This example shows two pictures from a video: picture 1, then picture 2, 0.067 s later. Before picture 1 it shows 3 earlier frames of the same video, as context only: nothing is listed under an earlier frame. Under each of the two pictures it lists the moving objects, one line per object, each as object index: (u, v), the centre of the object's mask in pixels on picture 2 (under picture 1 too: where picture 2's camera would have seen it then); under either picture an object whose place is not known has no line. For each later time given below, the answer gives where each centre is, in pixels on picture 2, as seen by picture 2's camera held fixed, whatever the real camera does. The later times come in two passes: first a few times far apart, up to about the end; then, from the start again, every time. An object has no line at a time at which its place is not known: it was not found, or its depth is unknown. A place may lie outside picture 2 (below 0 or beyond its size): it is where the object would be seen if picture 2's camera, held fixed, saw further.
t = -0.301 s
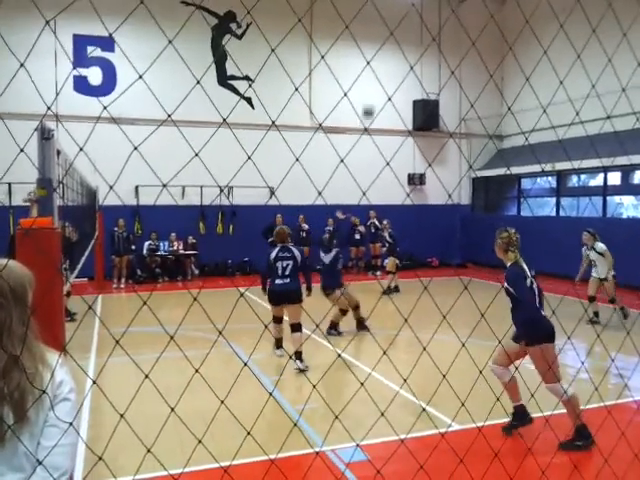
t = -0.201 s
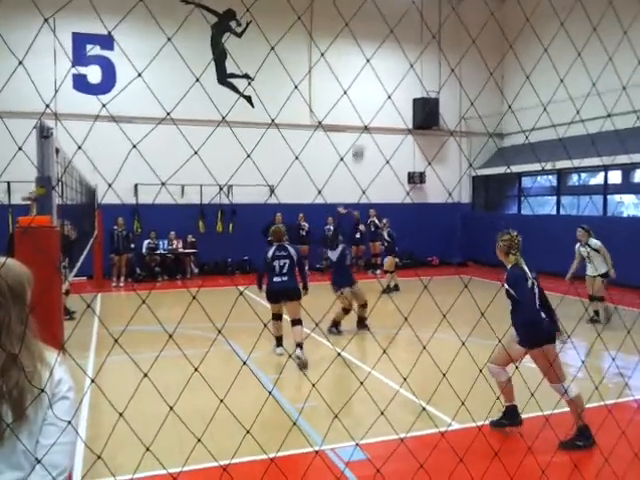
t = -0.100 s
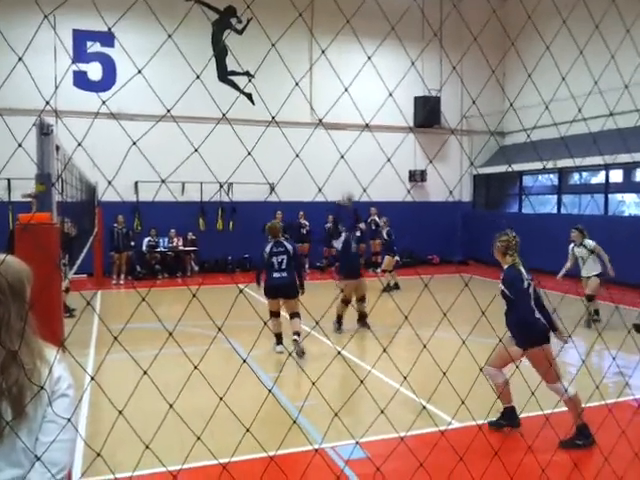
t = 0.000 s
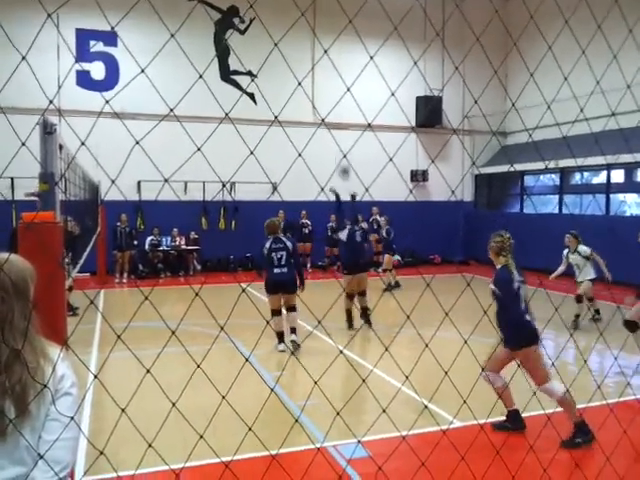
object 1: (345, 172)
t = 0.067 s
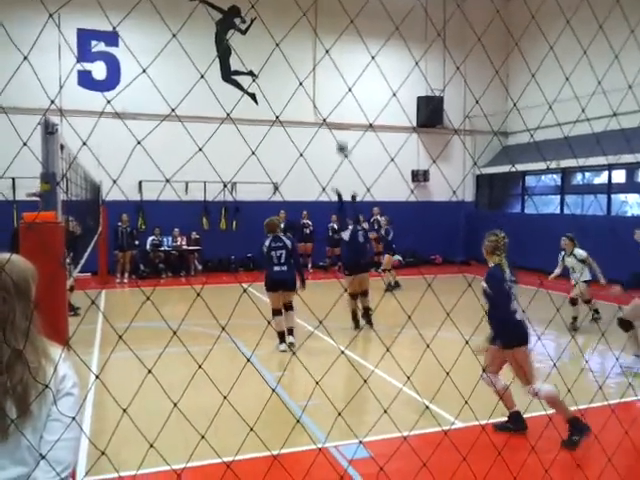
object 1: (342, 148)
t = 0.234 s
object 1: (333, 104)
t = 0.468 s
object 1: (323, 76)
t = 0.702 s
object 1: (316, 82)
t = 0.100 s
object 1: (340, 137)
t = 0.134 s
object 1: (338, 129)
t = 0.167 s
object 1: (336, 120)
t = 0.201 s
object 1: (335, 111)
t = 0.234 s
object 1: (333, 104)
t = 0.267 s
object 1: (332, 98)
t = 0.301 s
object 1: (330, 93)
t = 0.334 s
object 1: (329, 88)
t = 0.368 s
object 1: (327, 84)
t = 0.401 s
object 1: (326, 81)
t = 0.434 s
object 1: (325, 78)
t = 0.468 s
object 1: (323, 76)
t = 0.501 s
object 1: (322, 75)
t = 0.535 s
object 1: (321, 75)
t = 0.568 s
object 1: (320, 76)
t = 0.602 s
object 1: (319, 76)
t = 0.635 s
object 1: (318, 78)
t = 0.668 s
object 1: (317, 80)
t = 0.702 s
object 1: (316, 82)
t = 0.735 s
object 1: (316, 86)
